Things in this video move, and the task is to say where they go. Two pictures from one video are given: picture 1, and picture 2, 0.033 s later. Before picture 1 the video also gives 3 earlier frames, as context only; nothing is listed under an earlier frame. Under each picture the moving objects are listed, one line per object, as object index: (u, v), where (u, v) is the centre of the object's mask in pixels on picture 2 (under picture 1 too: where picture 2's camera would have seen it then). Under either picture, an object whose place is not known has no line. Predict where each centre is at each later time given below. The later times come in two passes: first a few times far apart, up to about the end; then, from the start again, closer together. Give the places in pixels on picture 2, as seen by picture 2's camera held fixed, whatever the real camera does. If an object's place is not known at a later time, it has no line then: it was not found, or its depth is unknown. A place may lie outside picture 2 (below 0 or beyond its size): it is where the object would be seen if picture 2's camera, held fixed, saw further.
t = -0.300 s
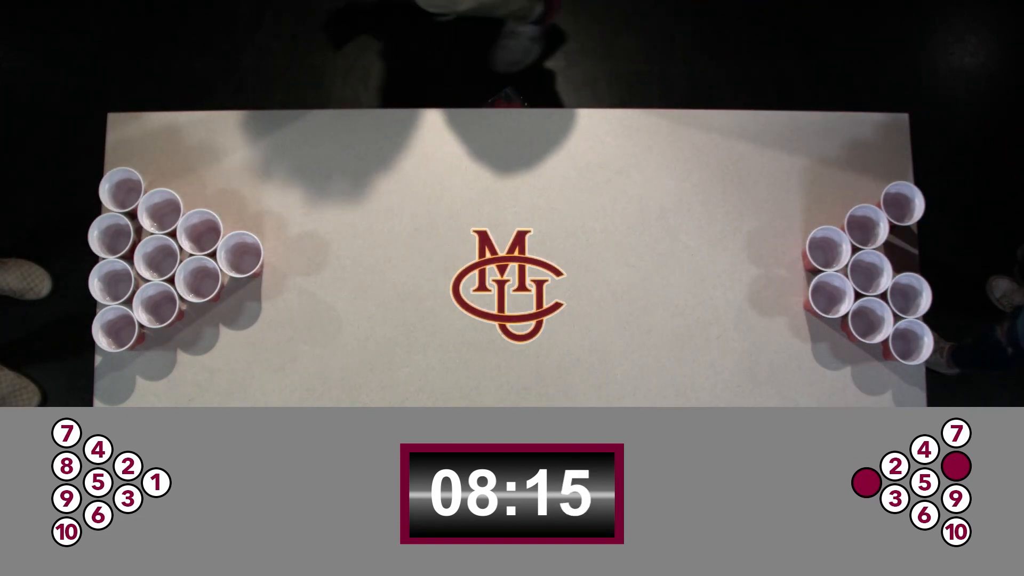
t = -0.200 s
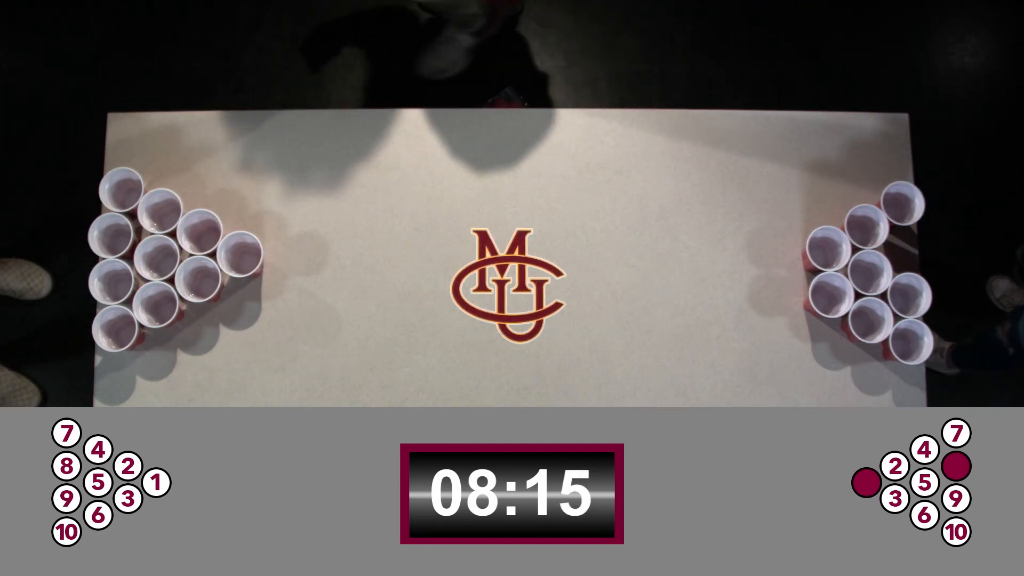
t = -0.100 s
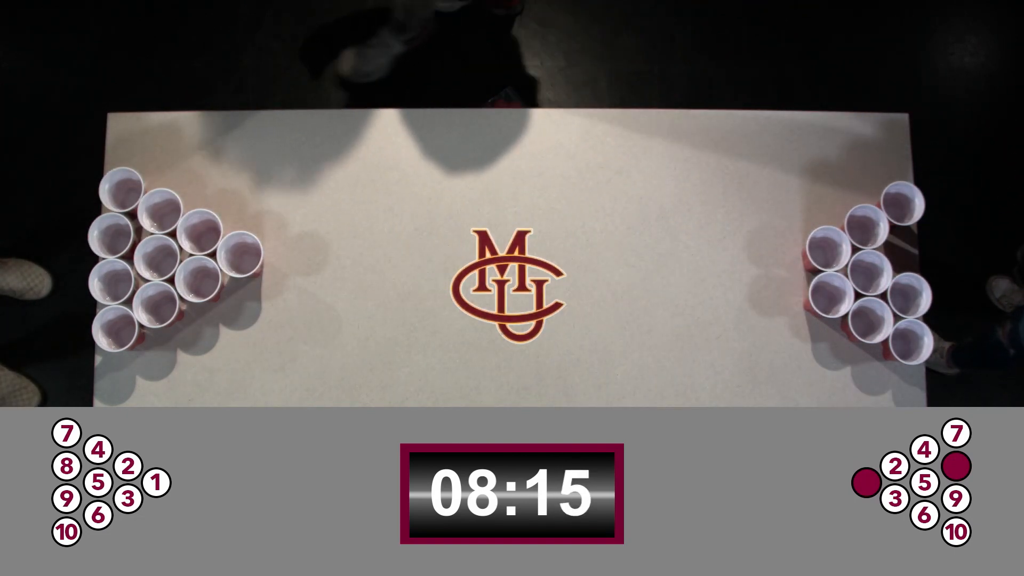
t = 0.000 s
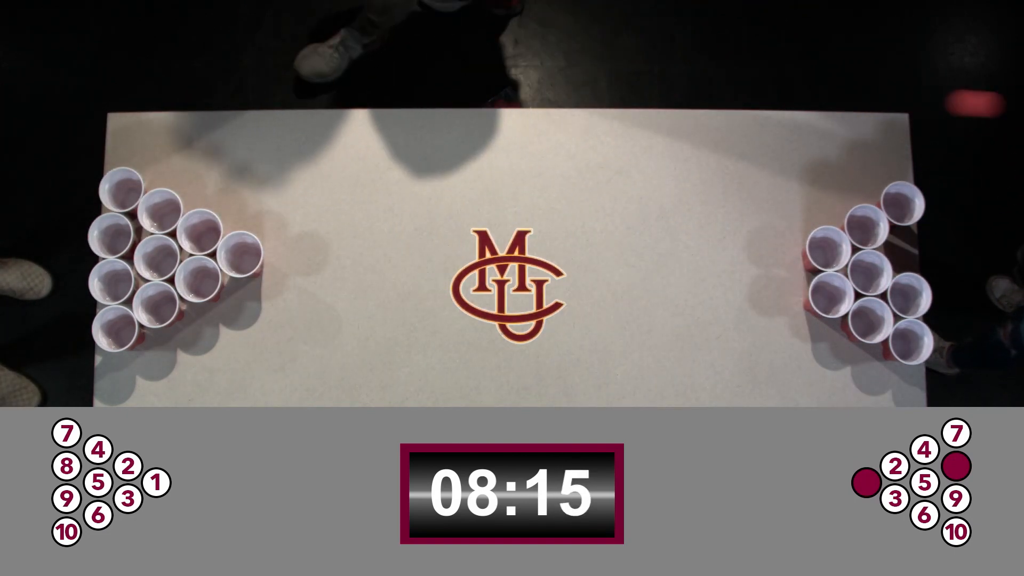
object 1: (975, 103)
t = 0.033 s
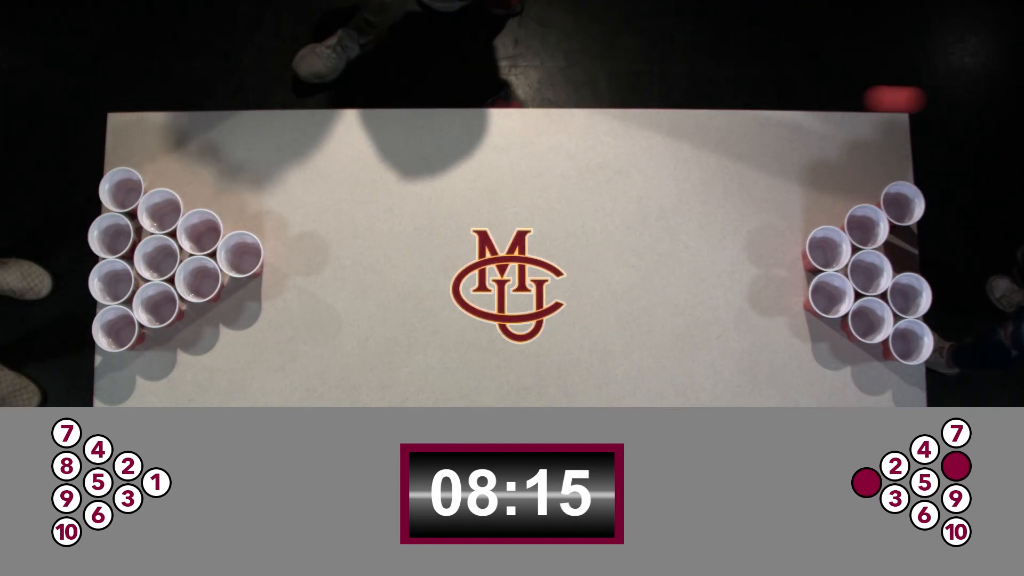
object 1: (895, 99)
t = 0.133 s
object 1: (640, 101)
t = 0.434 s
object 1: (111, 221)
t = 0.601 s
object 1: (113, 237)
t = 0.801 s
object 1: (112, 236)
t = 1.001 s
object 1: (112, 236)
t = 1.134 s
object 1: (112, 236)
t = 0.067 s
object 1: (811, 97)
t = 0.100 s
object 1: (725, 98)
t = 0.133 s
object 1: (640, 101)
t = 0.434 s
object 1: (111, 221)
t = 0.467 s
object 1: (105, 243)
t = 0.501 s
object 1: (116, 241)
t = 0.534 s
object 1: (115, 239)
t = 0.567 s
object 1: (114, 239)
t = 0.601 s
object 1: (113, 237)
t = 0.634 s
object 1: (112, 236)
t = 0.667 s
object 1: (112, 236)
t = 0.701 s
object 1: (112, 236)
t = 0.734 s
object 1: (112, 236)
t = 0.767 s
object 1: (112, 236)
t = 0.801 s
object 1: (112, 236)
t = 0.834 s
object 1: (112, 236)
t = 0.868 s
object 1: (112, 236)
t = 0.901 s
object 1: (112, 236)
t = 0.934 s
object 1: (112, 236)
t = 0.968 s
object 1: (112, 236)
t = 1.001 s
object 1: (112, 236)
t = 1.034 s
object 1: (112, 236)
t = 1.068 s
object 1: (112, 236)
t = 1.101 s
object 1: (112, 236)
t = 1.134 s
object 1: (112, 236)
